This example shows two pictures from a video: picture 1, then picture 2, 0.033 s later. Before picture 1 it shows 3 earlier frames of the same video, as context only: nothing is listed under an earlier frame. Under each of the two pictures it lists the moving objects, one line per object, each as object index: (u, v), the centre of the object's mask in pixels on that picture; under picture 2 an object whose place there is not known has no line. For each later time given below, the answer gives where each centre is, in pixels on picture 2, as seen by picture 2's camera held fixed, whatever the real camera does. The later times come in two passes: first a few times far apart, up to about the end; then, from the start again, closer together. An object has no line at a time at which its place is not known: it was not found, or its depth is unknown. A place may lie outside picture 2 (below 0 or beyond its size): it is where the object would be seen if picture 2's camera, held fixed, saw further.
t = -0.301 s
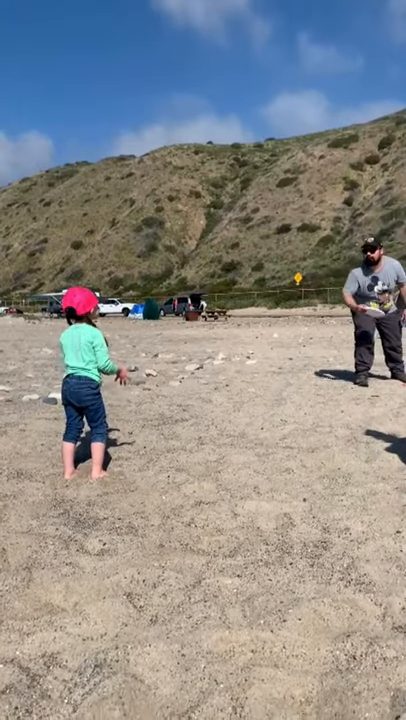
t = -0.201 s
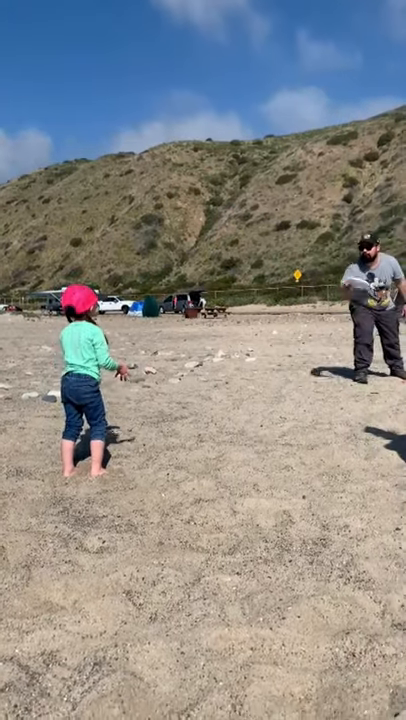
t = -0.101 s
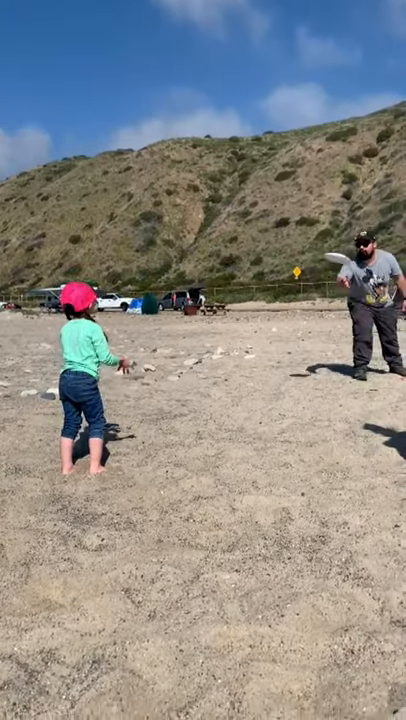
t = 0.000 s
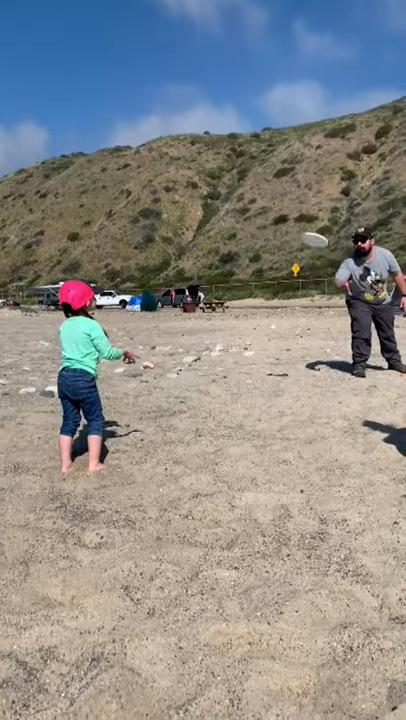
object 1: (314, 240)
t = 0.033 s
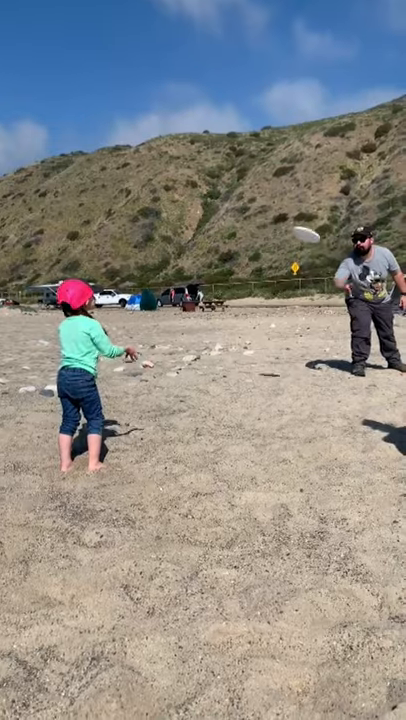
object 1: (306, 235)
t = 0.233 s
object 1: (260, 222)
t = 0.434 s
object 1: (226, 226)
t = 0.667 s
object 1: (210, 259)
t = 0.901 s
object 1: (240, 356)
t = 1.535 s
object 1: (305, 488)
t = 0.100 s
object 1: (291, 228)
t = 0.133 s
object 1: (284, 226)
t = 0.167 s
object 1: (276, 224)
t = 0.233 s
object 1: (260, 222)
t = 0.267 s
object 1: (253, 222)
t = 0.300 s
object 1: (246, 222)
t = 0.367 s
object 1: (234, 223)
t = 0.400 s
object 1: (230, 224)
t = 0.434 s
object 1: (226, 226)
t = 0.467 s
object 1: (221, 227)
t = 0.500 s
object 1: (219, 232)
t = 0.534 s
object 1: (215, 233)
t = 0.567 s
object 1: (212, 237)
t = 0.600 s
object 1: (211, 243)
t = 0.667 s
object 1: (210, 259)
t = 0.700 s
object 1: (211, 268)
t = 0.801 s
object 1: (220, 305)
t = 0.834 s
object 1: (225, 321)
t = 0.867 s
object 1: (232, 337)
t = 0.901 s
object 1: (240, 356)
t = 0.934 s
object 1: (249, 376)
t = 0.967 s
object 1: (261, 398)
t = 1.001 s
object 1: (273, 422)
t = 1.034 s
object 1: (288, 447)
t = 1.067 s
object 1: (301, 470)
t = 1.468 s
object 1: (305, 488)
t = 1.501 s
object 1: (305, 488)
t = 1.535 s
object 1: (305, 488)
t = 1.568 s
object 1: (305, 487)
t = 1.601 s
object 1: (305, 487)
